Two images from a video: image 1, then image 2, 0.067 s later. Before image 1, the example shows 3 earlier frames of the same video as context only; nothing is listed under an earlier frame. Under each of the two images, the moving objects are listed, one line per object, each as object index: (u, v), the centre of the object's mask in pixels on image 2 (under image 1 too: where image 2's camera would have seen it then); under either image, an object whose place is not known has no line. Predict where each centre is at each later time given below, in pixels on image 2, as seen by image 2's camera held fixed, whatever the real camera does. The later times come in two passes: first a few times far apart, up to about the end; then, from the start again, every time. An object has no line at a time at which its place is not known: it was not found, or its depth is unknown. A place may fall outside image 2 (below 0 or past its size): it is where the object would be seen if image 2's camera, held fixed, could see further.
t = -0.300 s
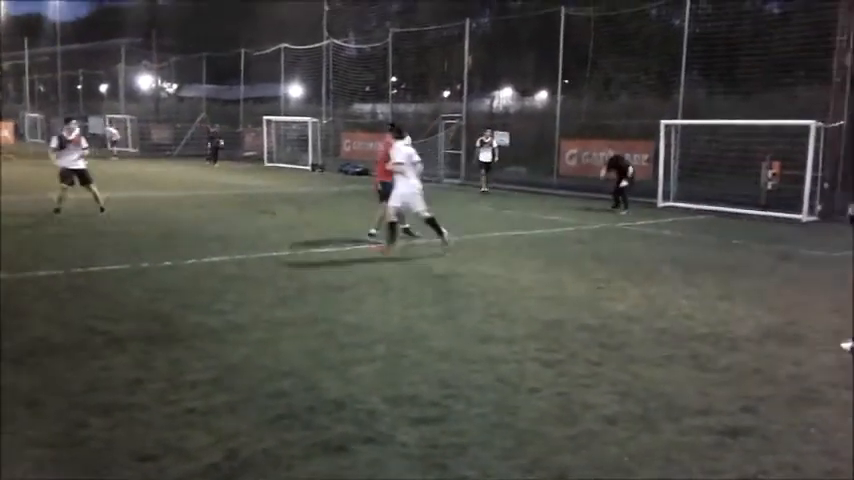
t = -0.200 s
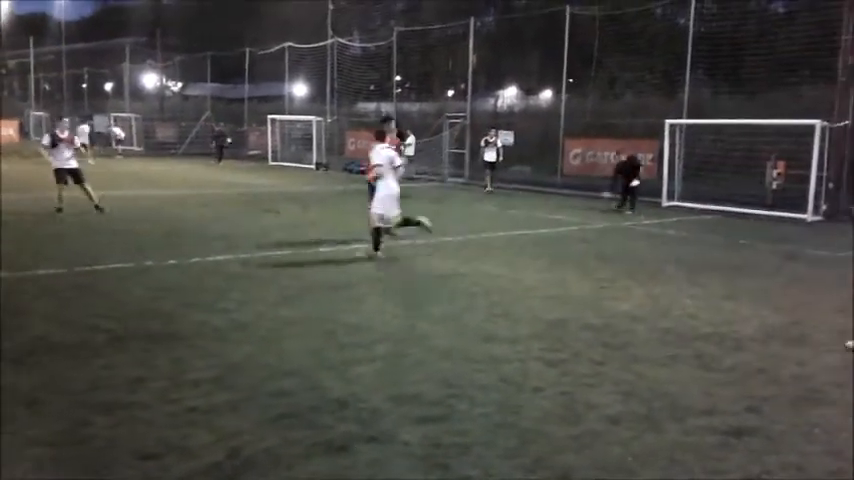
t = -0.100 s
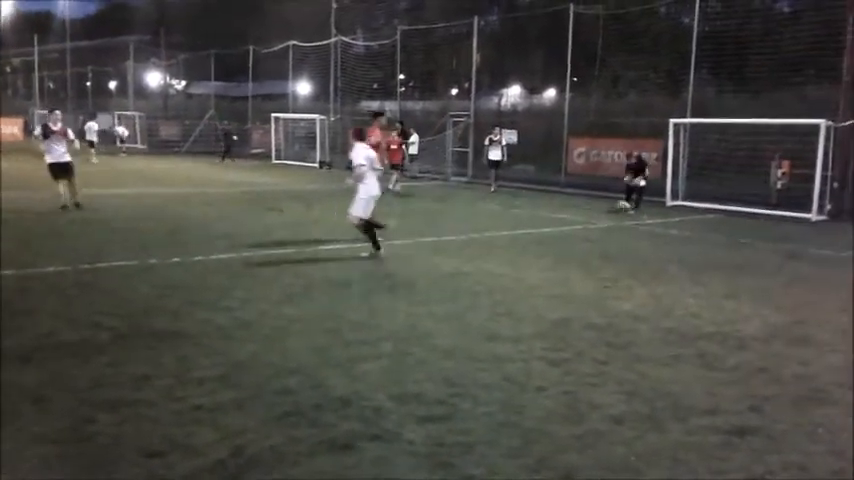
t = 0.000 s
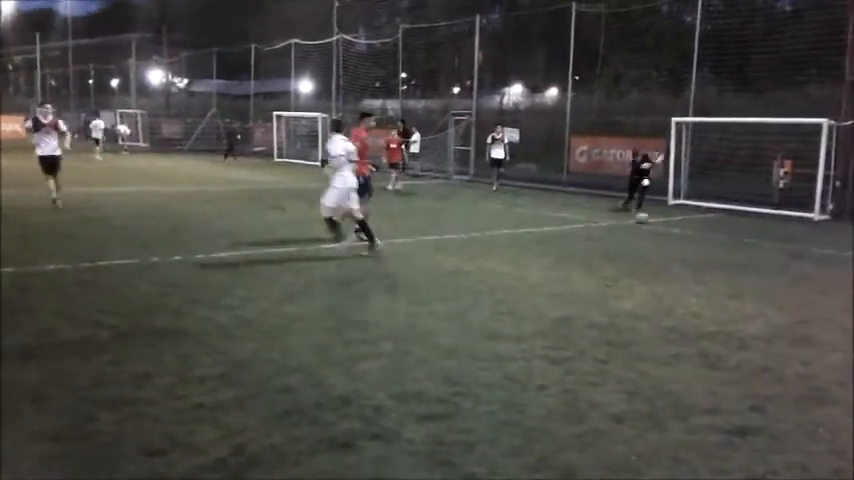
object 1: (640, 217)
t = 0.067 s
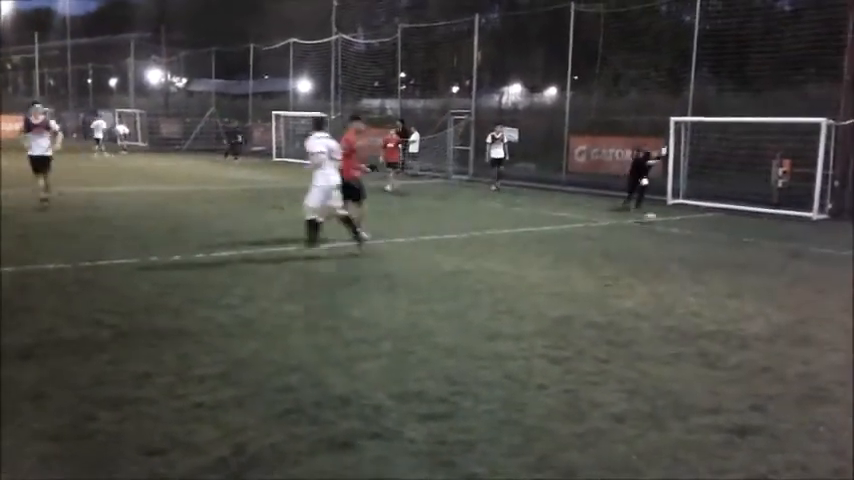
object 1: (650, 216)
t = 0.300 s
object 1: (688, 236)
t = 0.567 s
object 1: (746, 269)
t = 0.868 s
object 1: (833, 316)
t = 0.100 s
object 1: (655, 216)
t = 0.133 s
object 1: (661, 221)
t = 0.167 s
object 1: (666, 225)
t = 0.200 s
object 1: (671, 228)
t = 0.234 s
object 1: (676, 234)
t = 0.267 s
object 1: (680, 236)
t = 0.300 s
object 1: (688, 236)
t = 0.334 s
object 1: (694, 237)
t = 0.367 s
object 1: (699, 238)
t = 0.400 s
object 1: (705, 240)
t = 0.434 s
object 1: (712, 243)
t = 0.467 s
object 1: (725, 252)
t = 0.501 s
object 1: (731, 263)
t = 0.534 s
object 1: (738, 268)
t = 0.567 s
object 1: (746, 269)
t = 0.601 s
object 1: (754, 271)
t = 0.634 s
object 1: (763, 274)
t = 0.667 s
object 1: (770, 278)
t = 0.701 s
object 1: (778, 288)
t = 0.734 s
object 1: (789, 294)
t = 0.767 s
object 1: (799, 299)
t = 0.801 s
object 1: (809, 305)
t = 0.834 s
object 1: (820, 311)
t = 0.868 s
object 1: (833, 316)
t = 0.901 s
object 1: (845, 322)
